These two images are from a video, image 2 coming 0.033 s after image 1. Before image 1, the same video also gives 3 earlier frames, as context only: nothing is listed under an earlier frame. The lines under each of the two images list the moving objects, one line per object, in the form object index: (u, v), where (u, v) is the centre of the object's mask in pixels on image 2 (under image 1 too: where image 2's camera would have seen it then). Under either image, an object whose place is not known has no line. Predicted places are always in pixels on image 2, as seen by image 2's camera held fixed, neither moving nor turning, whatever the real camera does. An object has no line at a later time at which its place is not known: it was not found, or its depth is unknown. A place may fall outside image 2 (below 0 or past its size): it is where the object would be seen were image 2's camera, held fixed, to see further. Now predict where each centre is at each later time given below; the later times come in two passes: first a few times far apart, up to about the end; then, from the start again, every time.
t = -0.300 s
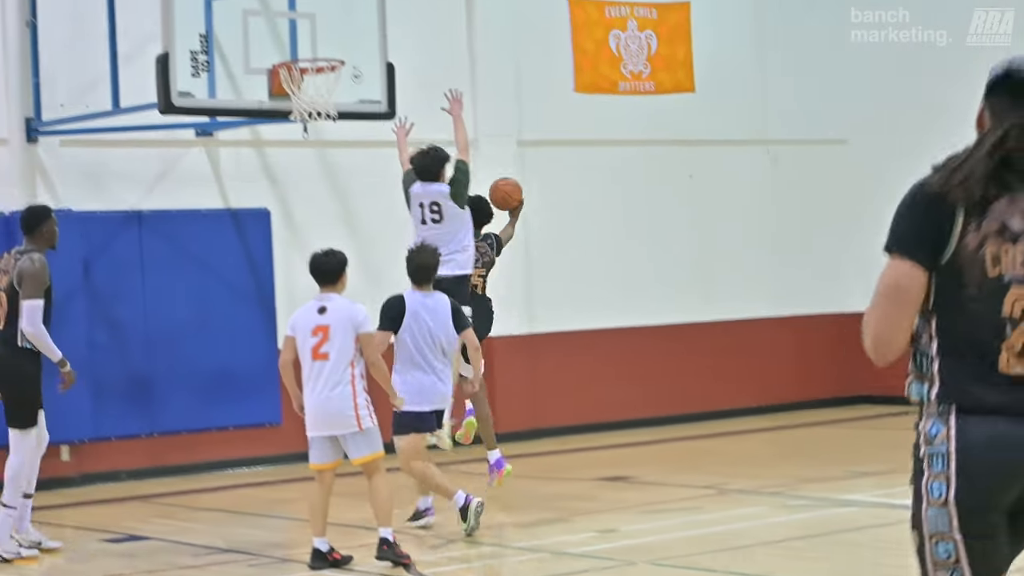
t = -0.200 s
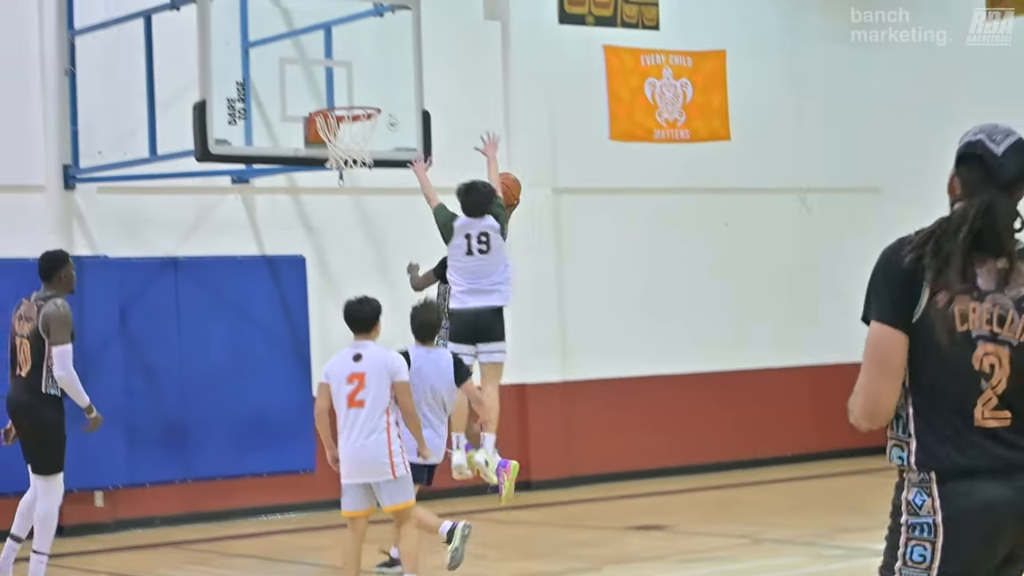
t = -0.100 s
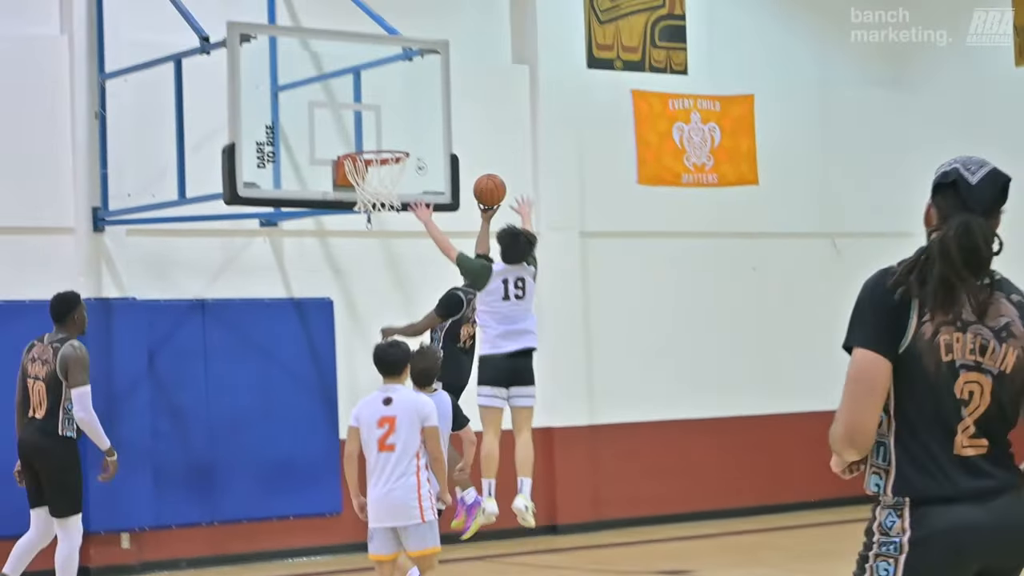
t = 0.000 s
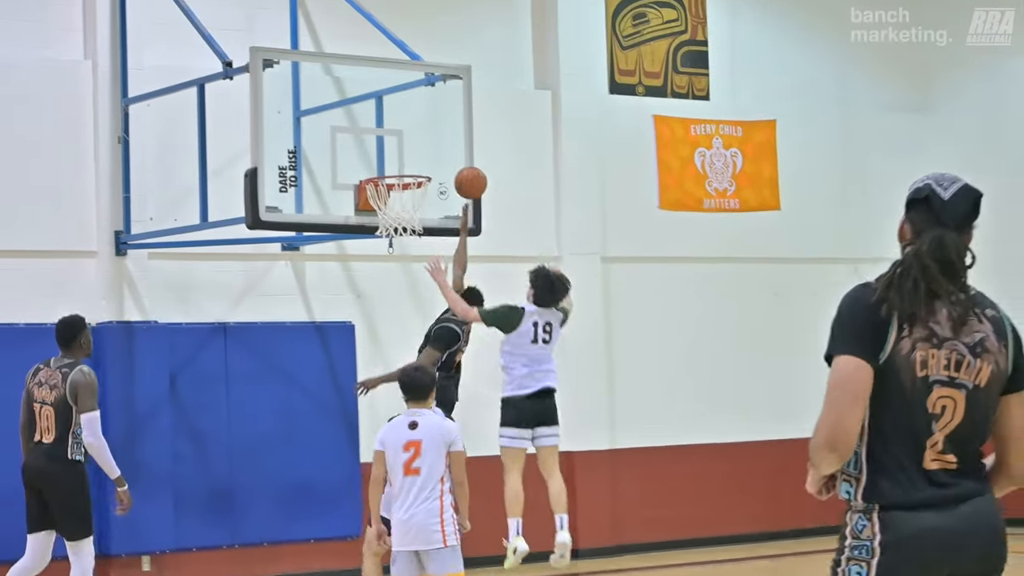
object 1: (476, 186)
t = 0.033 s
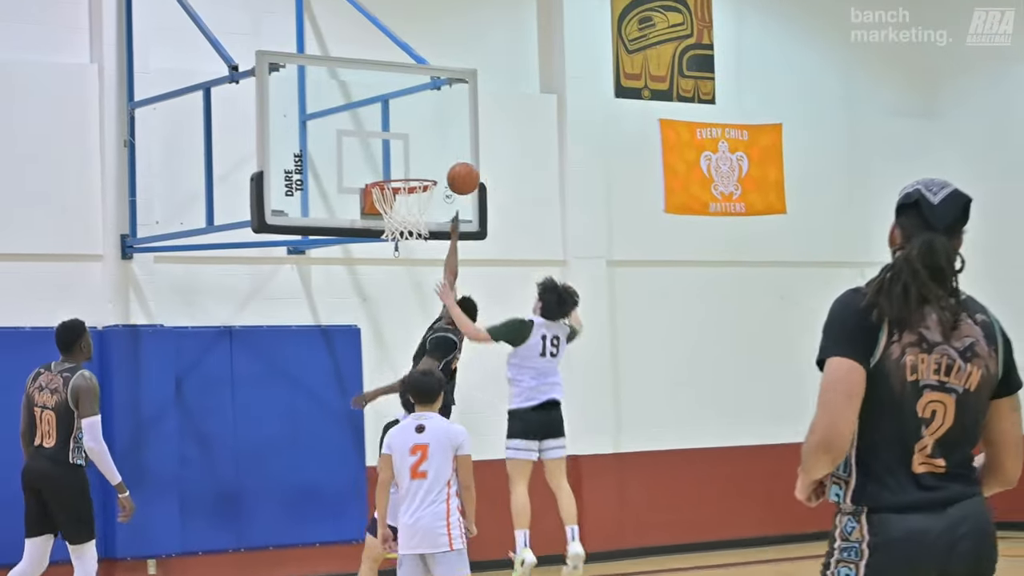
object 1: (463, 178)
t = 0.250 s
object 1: (411, 159)
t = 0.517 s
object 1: (409, 208)
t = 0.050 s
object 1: (456, 175)
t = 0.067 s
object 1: (450, 172)
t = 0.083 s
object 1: (443, 169)
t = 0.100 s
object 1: (436, 167)
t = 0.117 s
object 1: (430, 165)
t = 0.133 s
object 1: (423, 164)
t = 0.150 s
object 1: (417, 163)
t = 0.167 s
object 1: (415, 162)
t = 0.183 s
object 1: (414, 161)
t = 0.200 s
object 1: (413, 160)
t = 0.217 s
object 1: (412, 159)
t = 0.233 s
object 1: (412, 159)
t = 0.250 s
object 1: (411, 159)
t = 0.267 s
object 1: (411, 159)
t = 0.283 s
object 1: (410, 160)
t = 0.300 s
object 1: (409, 162)
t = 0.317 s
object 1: (409, 163)
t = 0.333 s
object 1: (408, 165)
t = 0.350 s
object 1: (408, 167)
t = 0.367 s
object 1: (408, 168)
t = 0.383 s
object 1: (407, 170)
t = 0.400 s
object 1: (406, 171)
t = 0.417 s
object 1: (406, 181)
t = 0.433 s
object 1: (406, 186)
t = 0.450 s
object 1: (406, 190)
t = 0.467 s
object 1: (407, 196)
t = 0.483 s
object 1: (410, 201)
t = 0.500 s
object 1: (411, 208)
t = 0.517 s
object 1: (409, 208)
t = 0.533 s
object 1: (409, 219)
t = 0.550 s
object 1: (409, 223)
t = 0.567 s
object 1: (411, 233)
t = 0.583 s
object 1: (412, 242)
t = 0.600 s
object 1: (411, 245)
